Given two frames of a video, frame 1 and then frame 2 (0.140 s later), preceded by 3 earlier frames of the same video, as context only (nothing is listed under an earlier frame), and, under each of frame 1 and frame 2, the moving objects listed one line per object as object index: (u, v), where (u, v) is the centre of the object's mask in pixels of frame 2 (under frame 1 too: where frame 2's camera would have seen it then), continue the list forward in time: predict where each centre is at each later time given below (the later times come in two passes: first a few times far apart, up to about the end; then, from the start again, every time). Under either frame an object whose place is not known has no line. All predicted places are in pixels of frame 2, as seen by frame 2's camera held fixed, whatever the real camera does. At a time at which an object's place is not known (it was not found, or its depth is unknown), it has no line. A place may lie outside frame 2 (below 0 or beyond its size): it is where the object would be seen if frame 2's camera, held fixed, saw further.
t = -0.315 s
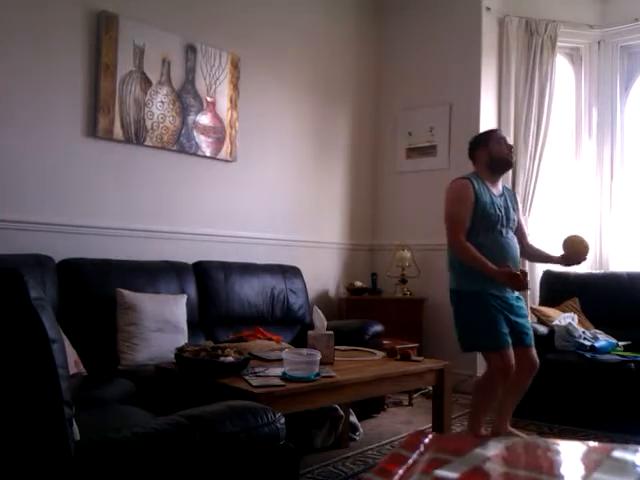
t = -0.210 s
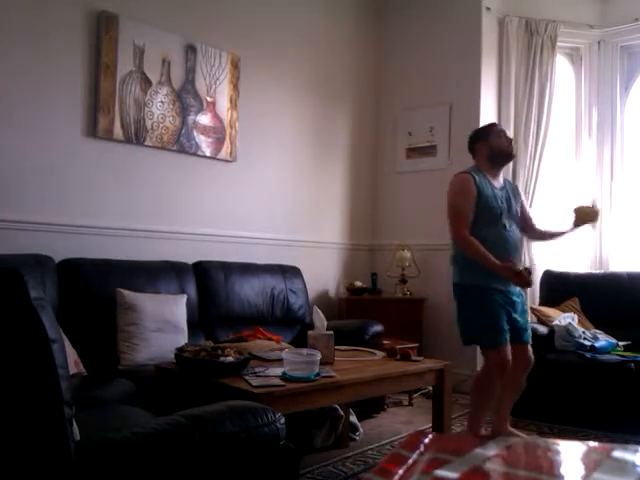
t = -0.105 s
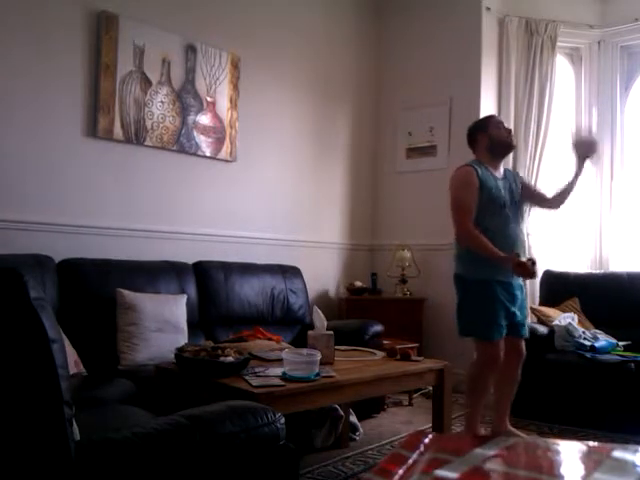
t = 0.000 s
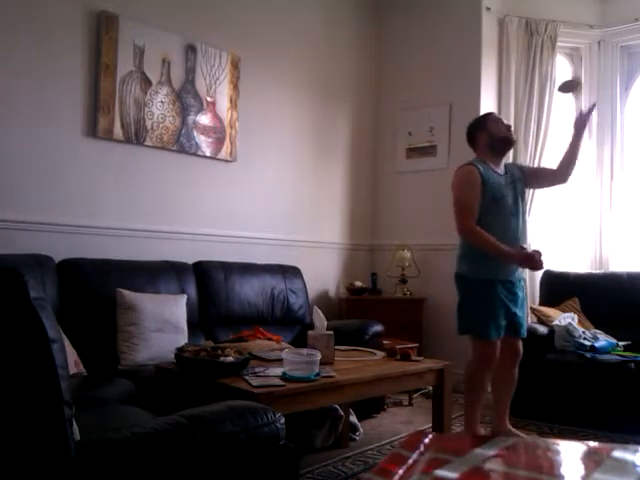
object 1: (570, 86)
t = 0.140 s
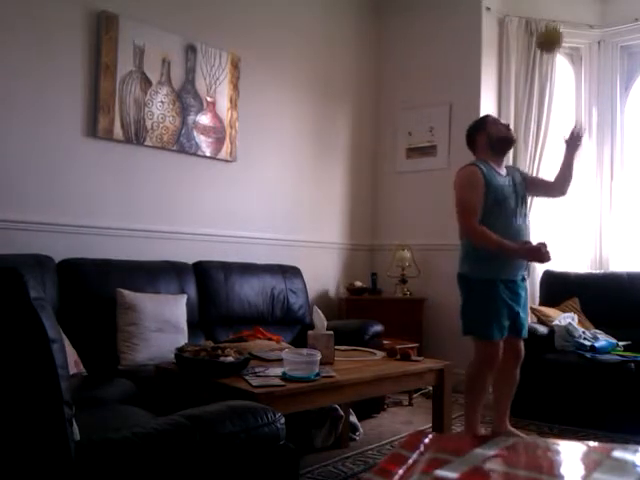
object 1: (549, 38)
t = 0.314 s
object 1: (525, 30)
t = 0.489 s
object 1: (497, 88)
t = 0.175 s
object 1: (544, 33)
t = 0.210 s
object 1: (539, 28)
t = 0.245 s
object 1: (535, 27)
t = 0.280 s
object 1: (530, 28)
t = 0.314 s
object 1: (525, 30)
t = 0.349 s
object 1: (521, 34)
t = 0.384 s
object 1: (515, 42)
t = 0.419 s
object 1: (512, 48)
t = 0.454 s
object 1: (506, 59)
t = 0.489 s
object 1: (497, 88)
